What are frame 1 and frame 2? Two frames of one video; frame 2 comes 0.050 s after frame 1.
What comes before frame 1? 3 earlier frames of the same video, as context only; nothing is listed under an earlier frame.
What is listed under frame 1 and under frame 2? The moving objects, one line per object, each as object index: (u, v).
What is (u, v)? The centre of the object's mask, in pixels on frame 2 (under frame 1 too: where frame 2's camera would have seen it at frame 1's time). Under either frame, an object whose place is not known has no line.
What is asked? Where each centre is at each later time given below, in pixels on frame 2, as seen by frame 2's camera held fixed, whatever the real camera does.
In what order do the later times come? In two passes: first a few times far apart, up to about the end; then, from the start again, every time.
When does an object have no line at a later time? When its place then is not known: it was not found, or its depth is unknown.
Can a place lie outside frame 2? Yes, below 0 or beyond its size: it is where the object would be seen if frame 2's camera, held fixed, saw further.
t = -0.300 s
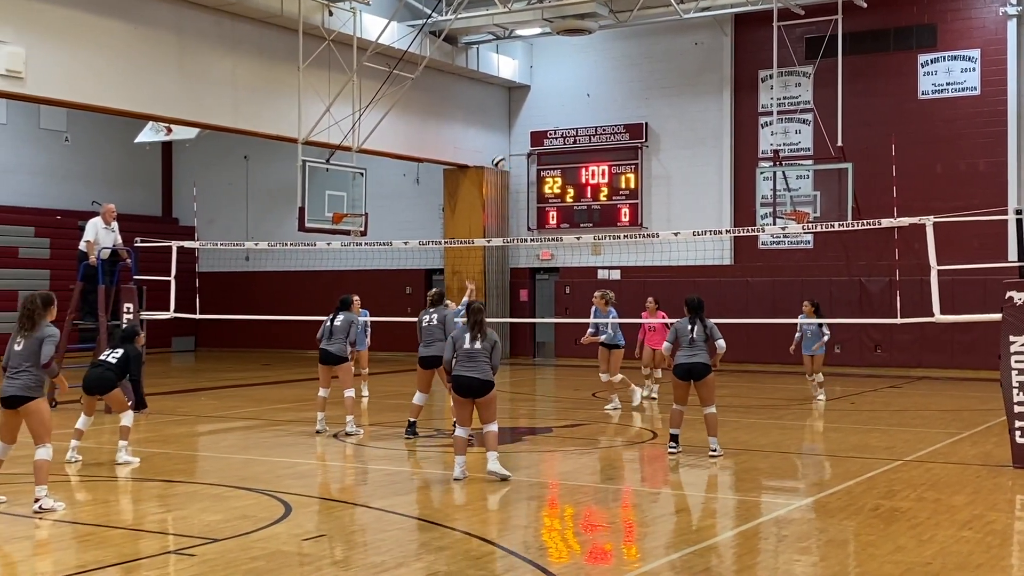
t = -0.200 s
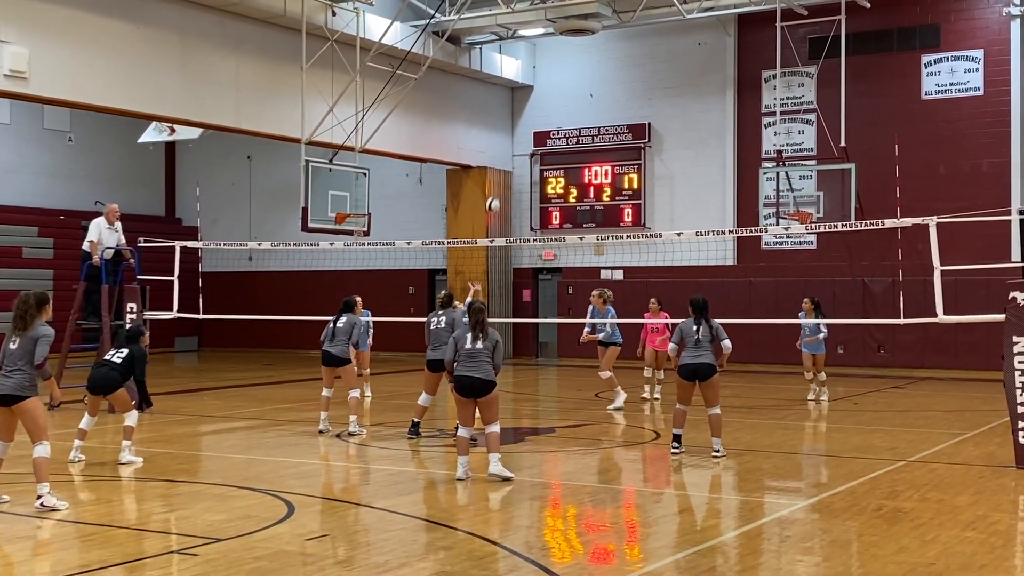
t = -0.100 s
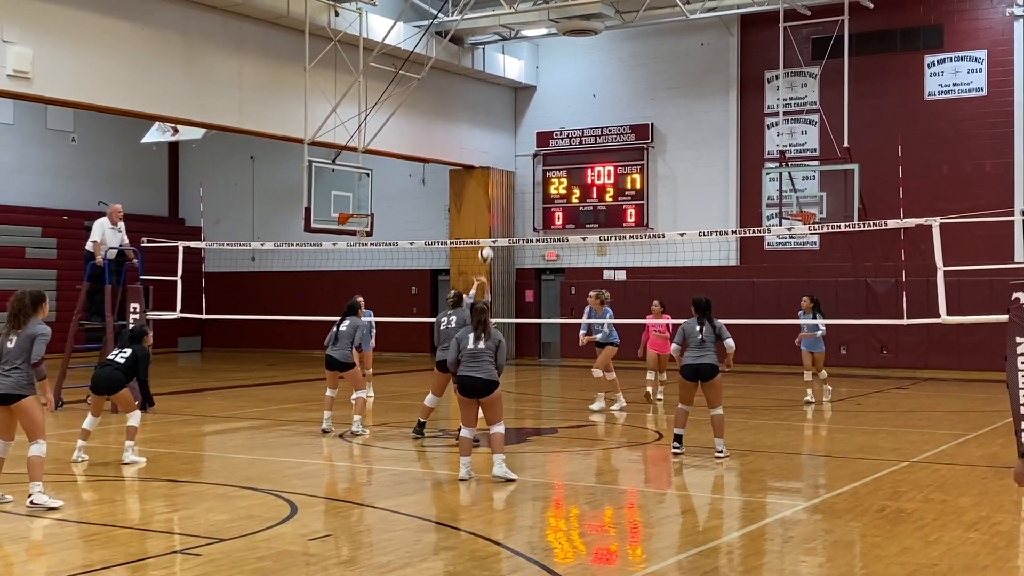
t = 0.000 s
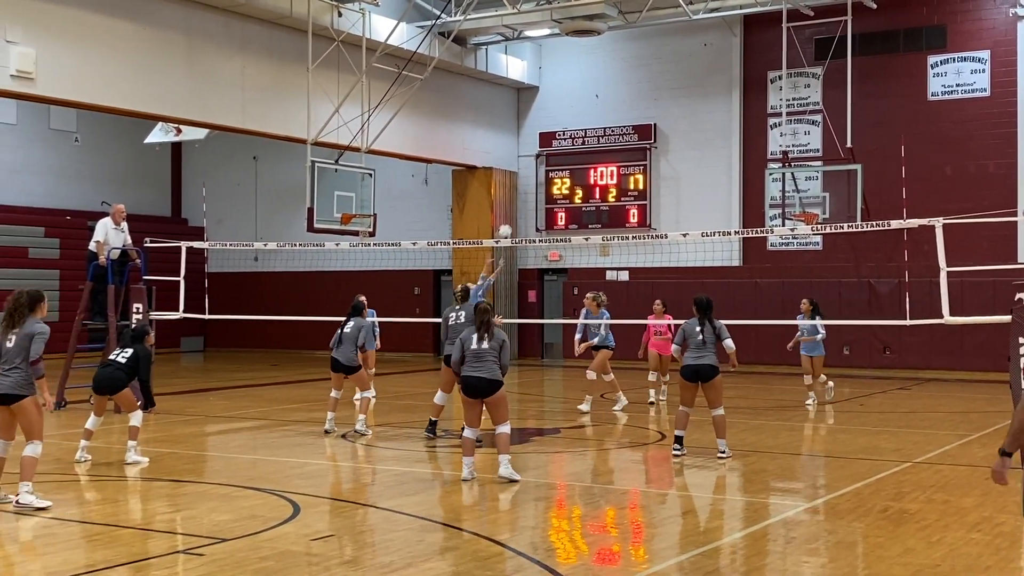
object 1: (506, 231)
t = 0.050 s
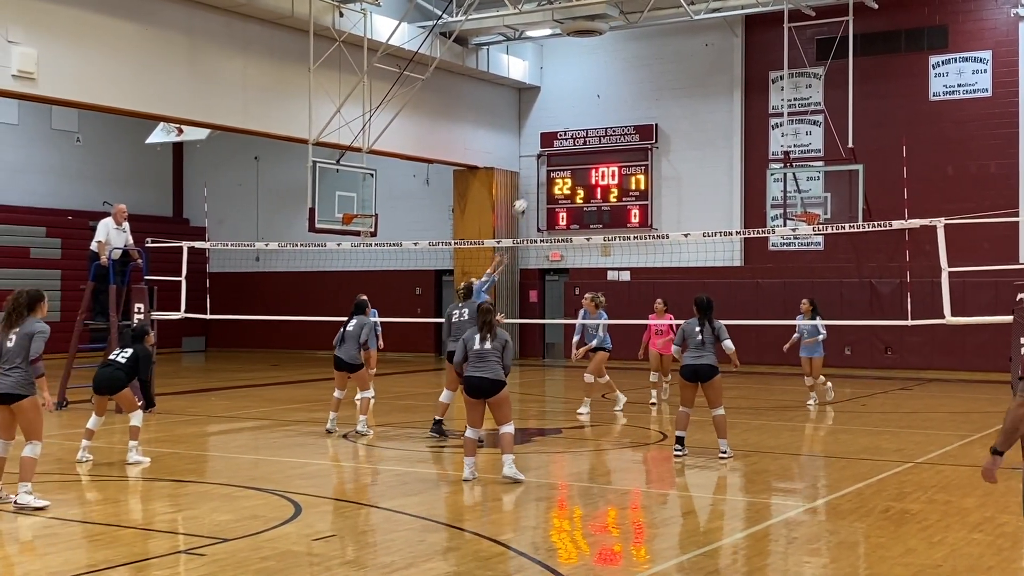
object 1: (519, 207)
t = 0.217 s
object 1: (569, 135)
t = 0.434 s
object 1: (634, 73)
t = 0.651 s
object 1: (699, 43)
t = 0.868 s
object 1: (765, 50)
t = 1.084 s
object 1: (832, 95)
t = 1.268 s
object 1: (889, 165)
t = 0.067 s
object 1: (524, 198)
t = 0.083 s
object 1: (529, 191)
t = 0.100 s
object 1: (534, 183)
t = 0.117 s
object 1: (539, 176)
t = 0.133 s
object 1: (544, 168)
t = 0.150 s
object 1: (549, 161)
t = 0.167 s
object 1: (554, 156)
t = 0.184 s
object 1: (559, 149)
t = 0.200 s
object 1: (565, 142)
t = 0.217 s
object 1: (569, 135)
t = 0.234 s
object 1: (574, 130)
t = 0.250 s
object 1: (580, 124)
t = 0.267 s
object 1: (585, 119)
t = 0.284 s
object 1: (590, 114)
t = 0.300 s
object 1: (595, 108)
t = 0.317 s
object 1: (599, 103)
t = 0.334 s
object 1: (605, 99)
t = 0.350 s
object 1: (609, 93)
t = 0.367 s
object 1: (614, 88)
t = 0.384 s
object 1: (620, 84)
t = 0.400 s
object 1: (624, 80)
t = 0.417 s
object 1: (629, 76)
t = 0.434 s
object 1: (634, 73)
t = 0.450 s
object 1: (639, 69)
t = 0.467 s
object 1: (644, 66)
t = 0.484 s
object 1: (649, 62)
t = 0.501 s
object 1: (654, 60)
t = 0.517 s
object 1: (659, 57)
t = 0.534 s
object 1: (664, 54)
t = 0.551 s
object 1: (669, 52)
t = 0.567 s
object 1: (674, 50)
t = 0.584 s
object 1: (679, 48)
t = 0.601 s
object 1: (684, 46)
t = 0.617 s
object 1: (689, 45)
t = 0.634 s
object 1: (694, 44)
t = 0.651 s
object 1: (699, 43)
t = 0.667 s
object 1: (704, 42)
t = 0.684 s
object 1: (709, 41)
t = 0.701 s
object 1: (714, 41)
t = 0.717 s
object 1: (719, 41)
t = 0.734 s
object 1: (724, 41)
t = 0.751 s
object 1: (729, 41)
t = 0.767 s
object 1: (735, 42)
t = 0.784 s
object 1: (740, 42)
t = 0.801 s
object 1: (745, 43)
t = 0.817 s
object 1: (750, 45)
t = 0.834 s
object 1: (755, 46)
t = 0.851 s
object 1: (760, 48)
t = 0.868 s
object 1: (765, 50)
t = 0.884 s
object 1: (770, 52)
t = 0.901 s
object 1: (775, 54)
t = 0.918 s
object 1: (780, 57)
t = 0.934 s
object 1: (785, 59)
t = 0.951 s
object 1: (790, 62)
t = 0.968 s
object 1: (797, 64)
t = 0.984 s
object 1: (801, 69)
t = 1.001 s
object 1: (806, 72)
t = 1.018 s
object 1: (811, 77)
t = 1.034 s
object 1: (817, 81)
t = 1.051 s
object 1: (822, 86)
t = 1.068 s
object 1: (827, 90)
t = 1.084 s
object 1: (832, 95)
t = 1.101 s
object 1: (837, 100)
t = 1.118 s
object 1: (842, 106)
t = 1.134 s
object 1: (848, 111)
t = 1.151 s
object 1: (853, 117)
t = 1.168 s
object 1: (858, 123)
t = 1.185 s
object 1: (863, 130)
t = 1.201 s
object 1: (868, 136)
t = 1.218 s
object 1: (873, 143)
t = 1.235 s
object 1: (878, 150)
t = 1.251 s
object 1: (883, 157)
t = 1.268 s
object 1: (889, 165)
